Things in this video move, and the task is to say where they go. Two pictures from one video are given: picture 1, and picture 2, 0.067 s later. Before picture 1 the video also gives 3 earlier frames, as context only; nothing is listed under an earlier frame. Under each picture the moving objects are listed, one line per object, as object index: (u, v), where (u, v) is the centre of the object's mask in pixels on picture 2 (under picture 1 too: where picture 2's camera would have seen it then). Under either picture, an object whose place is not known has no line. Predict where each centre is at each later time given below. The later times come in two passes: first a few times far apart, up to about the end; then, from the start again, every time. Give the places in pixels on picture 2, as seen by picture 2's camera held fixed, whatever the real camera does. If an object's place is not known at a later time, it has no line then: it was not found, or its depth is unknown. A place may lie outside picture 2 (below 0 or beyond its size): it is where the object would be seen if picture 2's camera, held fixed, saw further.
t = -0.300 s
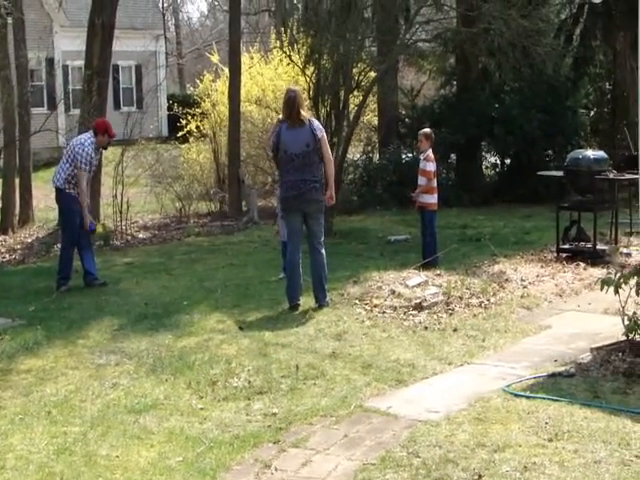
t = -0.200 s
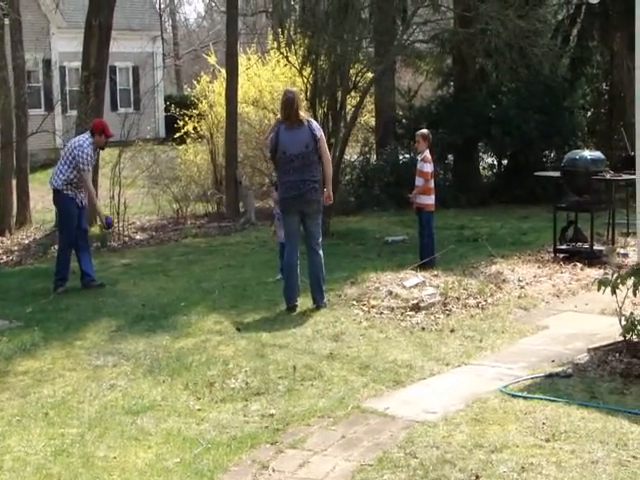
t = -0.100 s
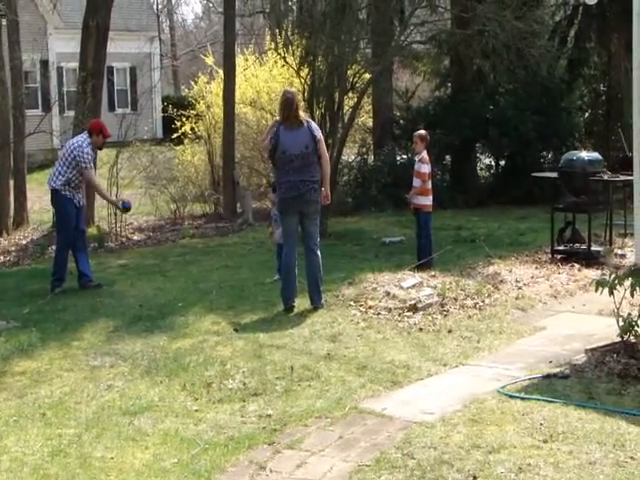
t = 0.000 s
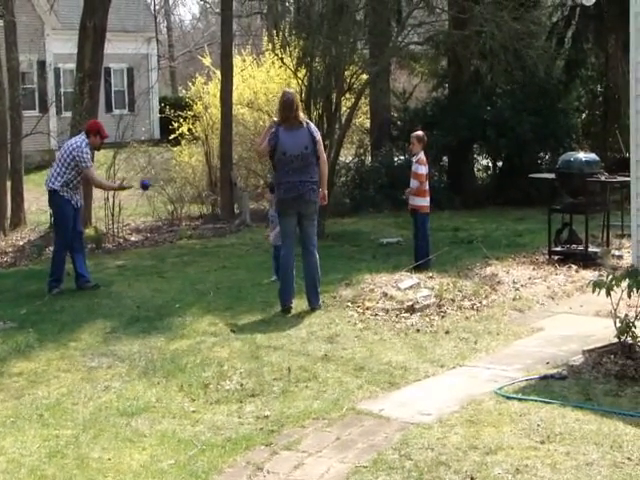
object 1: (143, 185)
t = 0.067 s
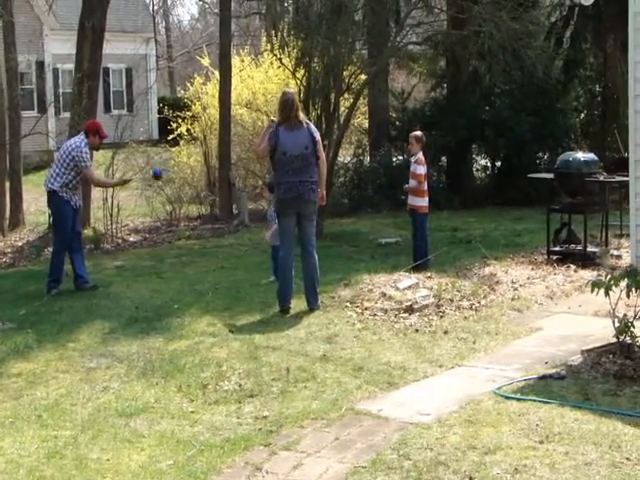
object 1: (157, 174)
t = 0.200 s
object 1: (185, 167)
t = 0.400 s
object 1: (228, 190)
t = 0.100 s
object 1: (164, 171)
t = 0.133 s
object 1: (171, 167)
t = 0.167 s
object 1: (178, 167)
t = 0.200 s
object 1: (185, 167)
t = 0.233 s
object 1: (192, 168)
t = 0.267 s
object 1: (199, 170)
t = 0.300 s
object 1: (207, 174)
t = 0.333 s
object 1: (215, 181)
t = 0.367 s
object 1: (221, 185)
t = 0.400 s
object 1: (228, 190)
